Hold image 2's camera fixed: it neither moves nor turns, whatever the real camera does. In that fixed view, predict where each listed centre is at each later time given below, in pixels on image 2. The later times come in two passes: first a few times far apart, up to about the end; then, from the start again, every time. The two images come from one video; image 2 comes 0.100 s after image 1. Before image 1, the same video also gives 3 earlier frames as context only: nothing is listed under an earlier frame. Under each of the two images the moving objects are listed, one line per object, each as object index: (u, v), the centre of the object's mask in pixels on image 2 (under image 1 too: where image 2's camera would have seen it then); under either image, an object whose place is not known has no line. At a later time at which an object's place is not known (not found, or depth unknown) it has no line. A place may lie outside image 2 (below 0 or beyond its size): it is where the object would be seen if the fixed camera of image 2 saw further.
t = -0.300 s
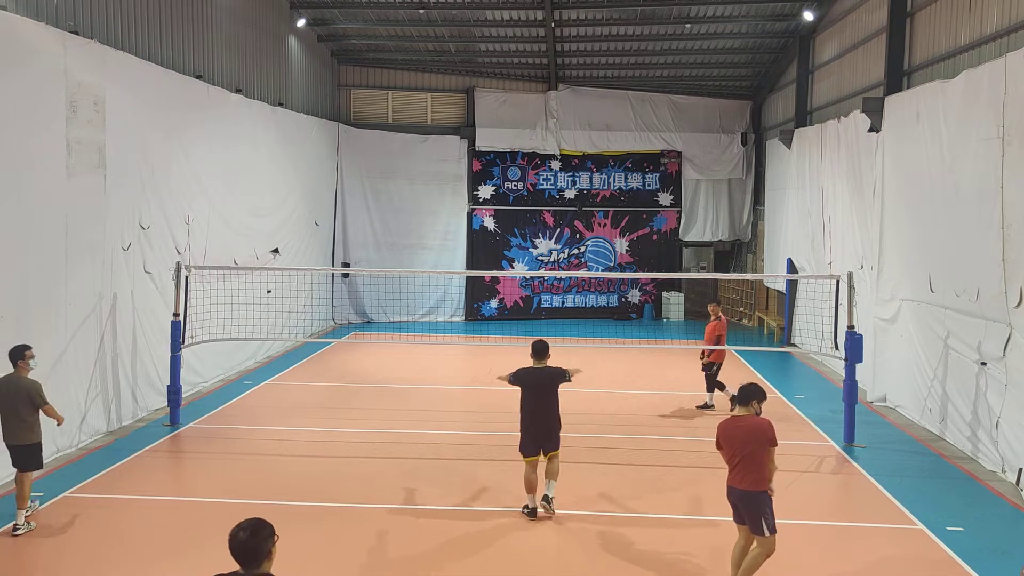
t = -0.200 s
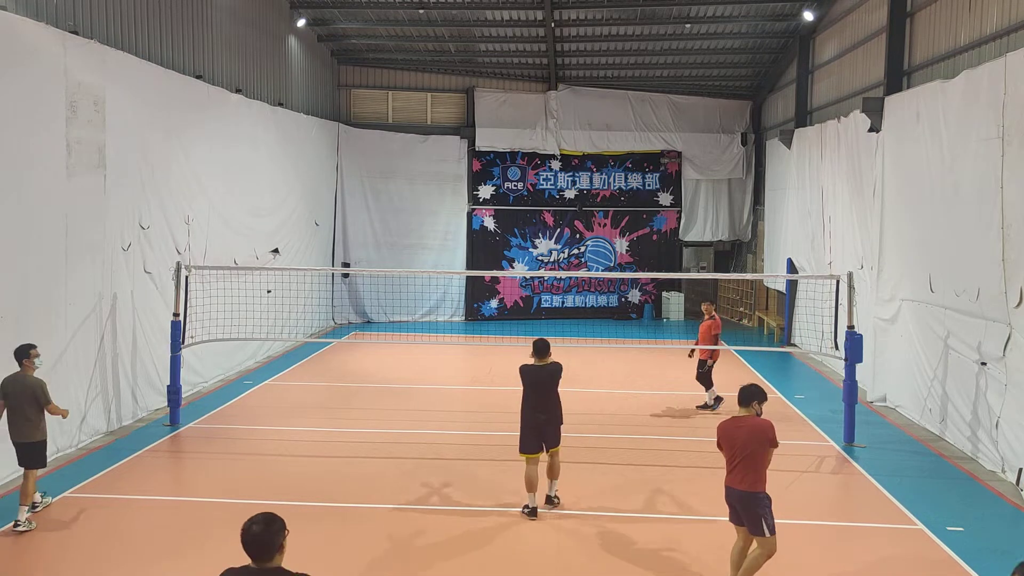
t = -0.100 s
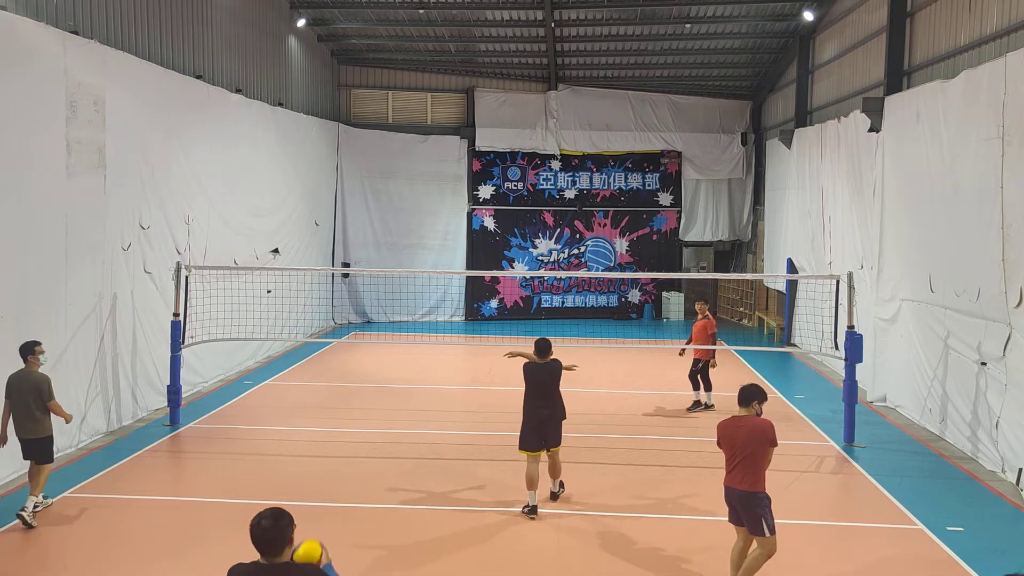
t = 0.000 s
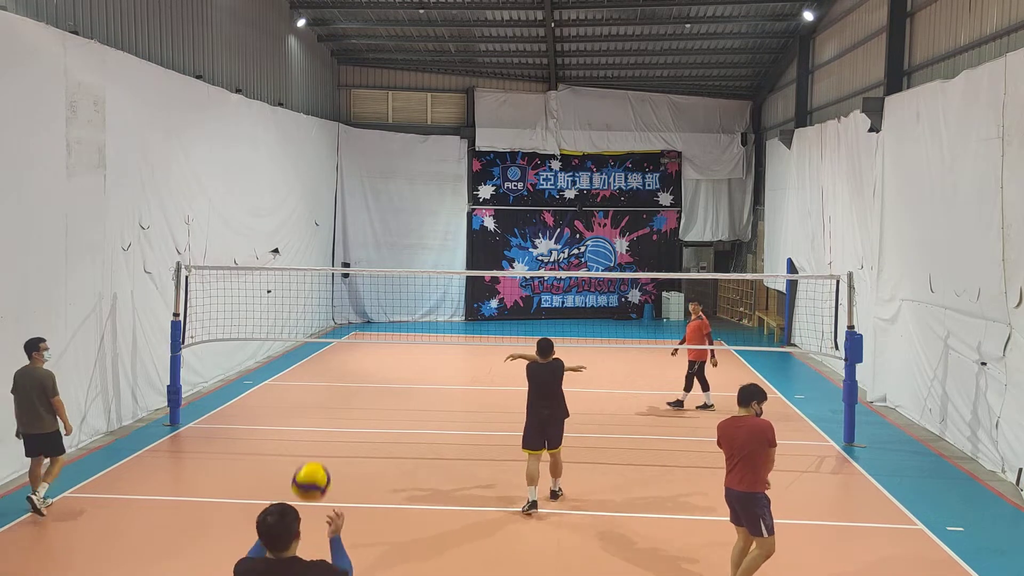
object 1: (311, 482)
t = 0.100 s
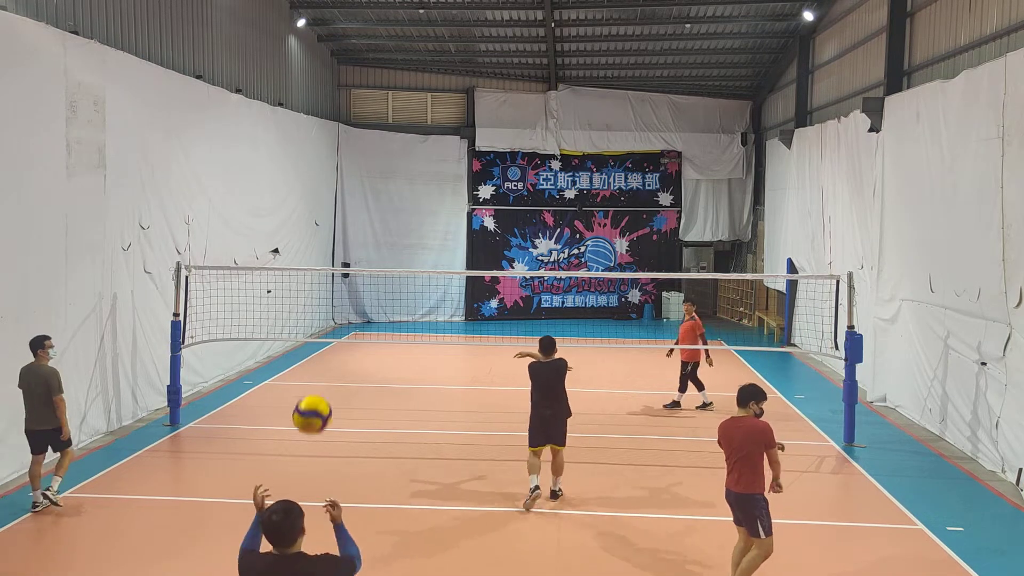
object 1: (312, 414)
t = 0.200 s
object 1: (313, 364)
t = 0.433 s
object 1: (318, 316)
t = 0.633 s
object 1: (323, 348)
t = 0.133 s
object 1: (312, 396)
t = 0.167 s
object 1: (313, 379)
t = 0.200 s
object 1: (313, 364)
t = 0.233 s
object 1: (314, 352)
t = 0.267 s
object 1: (315, 341)
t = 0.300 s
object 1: (316, 332)
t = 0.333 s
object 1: (316, 325)
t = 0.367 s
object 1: (317, 320)
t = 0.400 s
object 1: (318, 316)
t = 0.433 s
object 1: (318, 316)
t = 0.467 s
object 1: (319, 316)
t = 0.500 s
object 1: (320, 319)
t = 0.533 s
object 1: (320, 323)
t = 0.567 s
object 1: (321, 330)
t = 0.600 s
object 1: (322, 338)
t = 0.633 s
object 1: (323, 348)
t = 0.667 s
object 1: (323, 360)
